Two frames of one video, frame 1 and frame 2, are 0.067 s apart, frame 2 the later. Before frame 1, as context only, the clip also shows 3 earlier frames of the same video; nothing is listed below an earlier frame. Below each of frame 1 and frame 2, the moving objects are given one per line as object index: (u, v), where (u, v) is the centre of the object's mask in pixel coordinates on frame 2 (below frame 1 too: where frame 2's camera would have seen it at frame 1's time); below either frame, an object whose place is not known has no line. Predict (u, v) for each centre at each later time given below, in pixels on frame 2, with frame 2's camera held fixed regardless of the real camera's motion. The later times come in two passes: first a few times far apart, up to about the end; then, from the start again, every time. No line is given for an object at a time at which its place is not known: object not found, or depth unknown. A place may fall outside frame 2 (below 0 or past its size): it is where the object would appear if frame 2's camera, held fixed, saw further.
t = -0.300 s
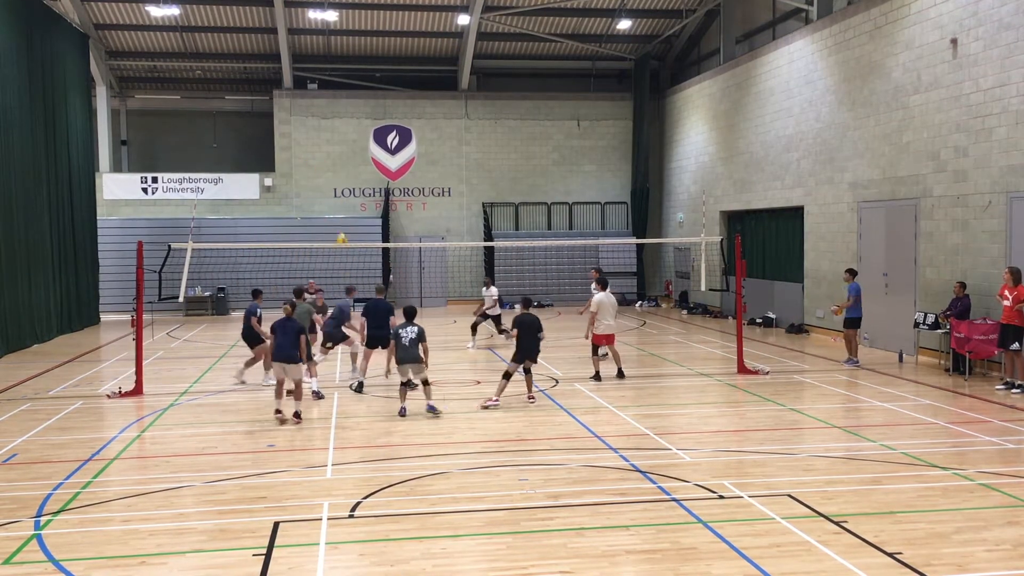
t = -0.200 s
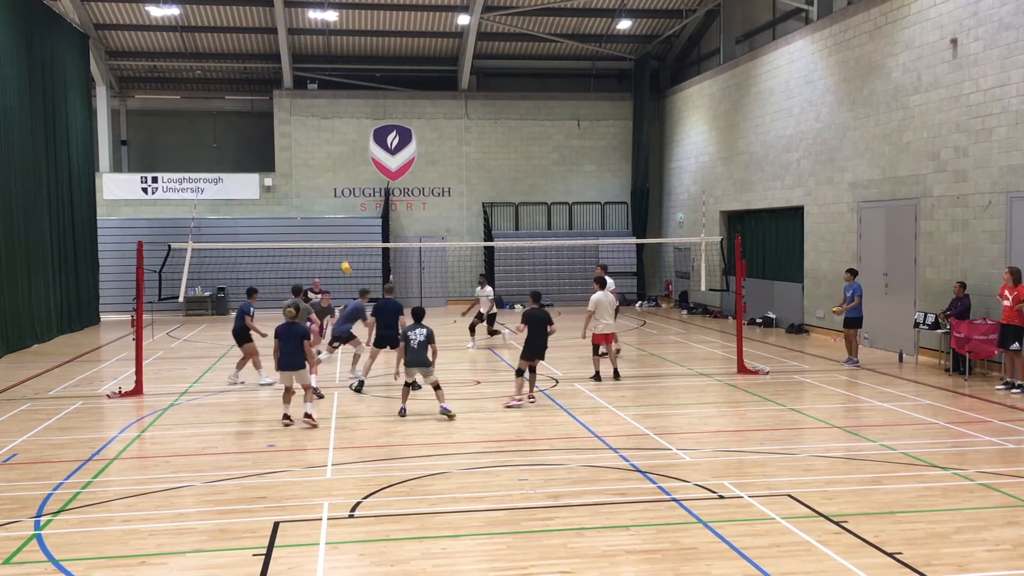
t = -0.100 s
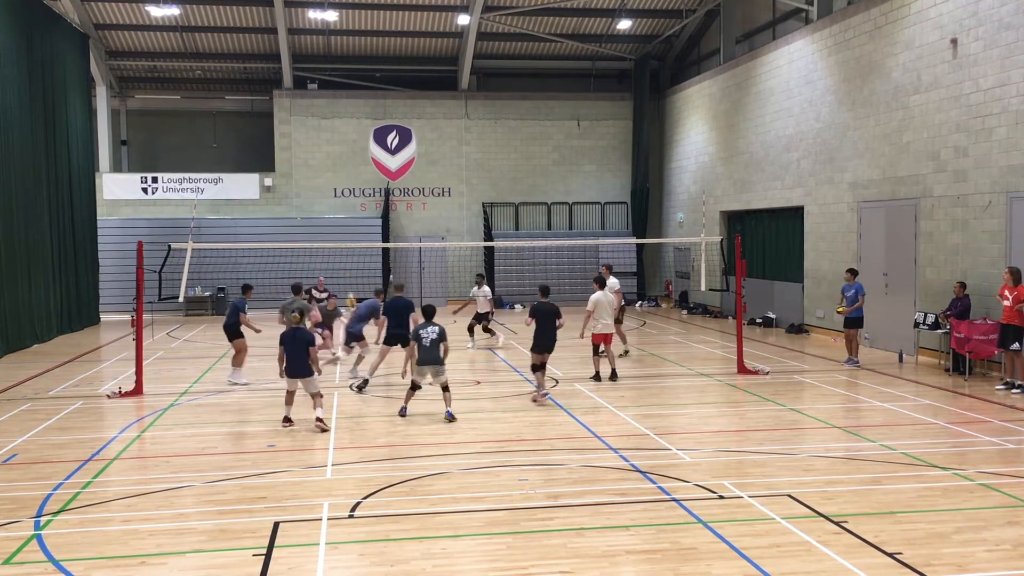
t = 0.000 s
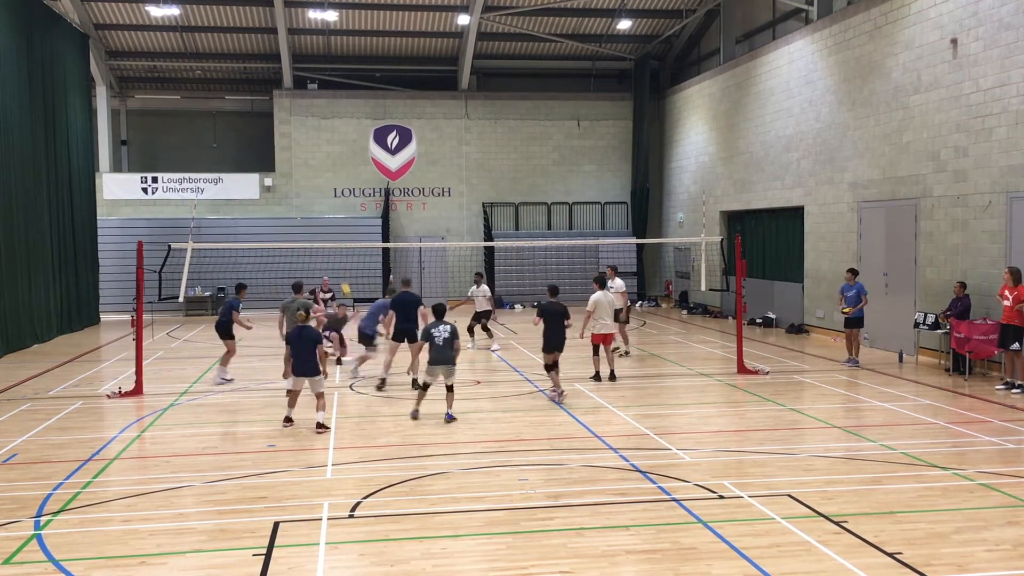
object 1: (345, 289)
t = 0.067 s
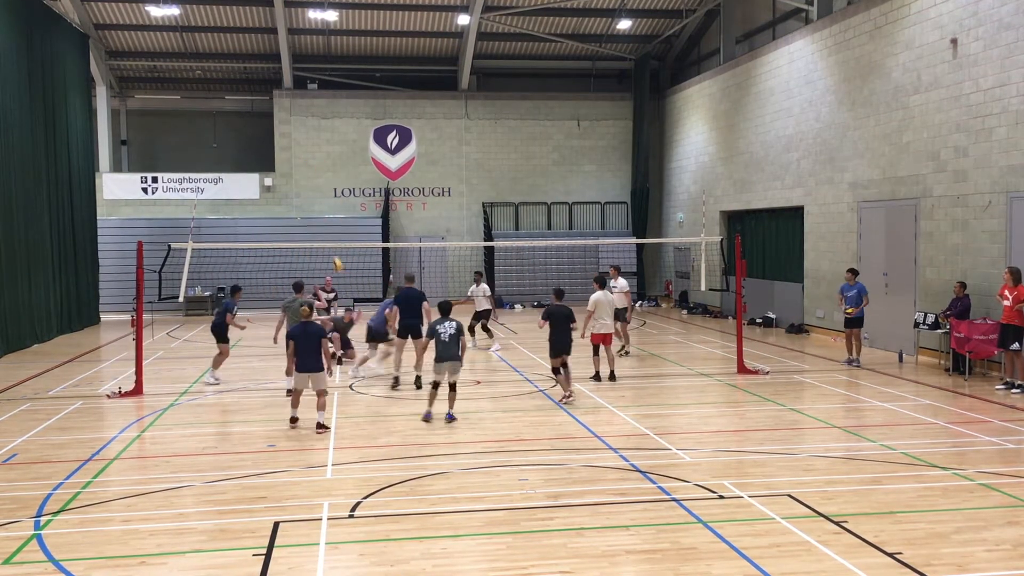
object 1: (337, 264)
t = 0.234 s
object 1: (316, 208)
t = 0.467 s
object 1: (284, 153)
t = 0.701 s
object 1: (252, 125)
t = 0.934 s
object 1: (221, 126)
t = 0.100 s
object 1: (333, 252)
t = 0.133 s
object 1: (328, 238)
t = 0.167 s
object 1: (324, 228)
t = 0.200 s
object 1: (320, 219)
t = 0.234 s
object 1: (316, 208)
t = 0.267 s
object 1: (311, 198)
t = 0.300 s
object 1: (307, 189)
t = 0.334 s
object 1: (302, 181)
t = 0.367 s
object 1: (298, 173)
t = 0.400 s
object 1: (293, 166)
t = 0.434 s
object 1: (288, 159)
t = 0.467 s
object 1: (284, 153)
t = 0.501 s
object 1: (280, 147)
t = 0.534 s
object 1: (275, 142)
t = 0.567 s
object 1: (270, 138)
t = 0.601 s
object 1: (266, 134)
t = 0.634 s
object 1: (261, 131)
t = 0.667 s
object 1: (257, 128)
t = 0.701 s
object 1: (252, 125)
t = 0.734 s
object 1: (248, 123)
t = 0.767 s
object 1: (243, 123)
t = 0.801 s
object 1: (238, 122)
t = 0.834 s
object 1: (234, 122)
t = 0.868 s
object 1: (230, 123)
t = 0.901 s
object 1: (225, 124)
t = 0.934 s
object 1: (221, 126)
